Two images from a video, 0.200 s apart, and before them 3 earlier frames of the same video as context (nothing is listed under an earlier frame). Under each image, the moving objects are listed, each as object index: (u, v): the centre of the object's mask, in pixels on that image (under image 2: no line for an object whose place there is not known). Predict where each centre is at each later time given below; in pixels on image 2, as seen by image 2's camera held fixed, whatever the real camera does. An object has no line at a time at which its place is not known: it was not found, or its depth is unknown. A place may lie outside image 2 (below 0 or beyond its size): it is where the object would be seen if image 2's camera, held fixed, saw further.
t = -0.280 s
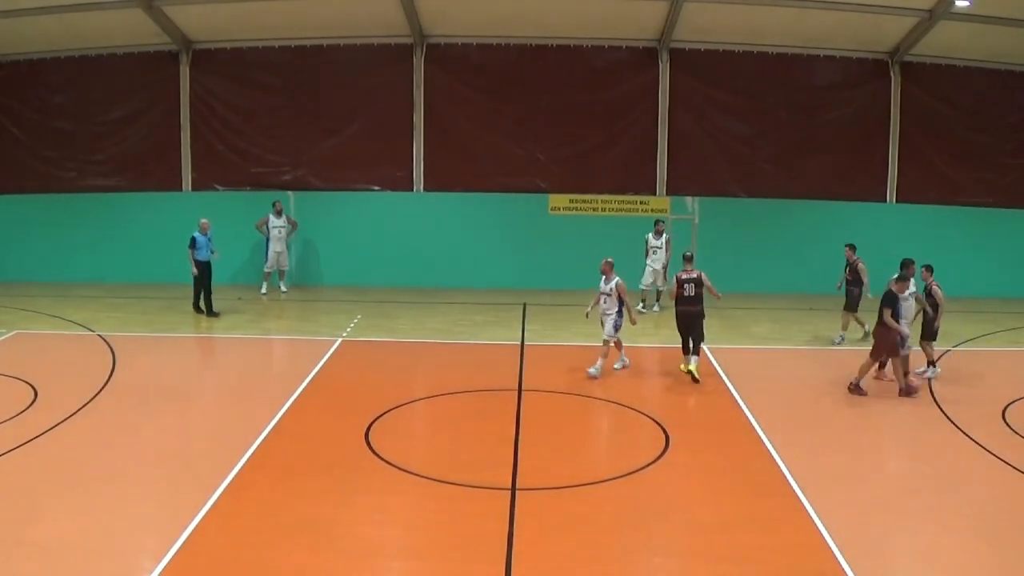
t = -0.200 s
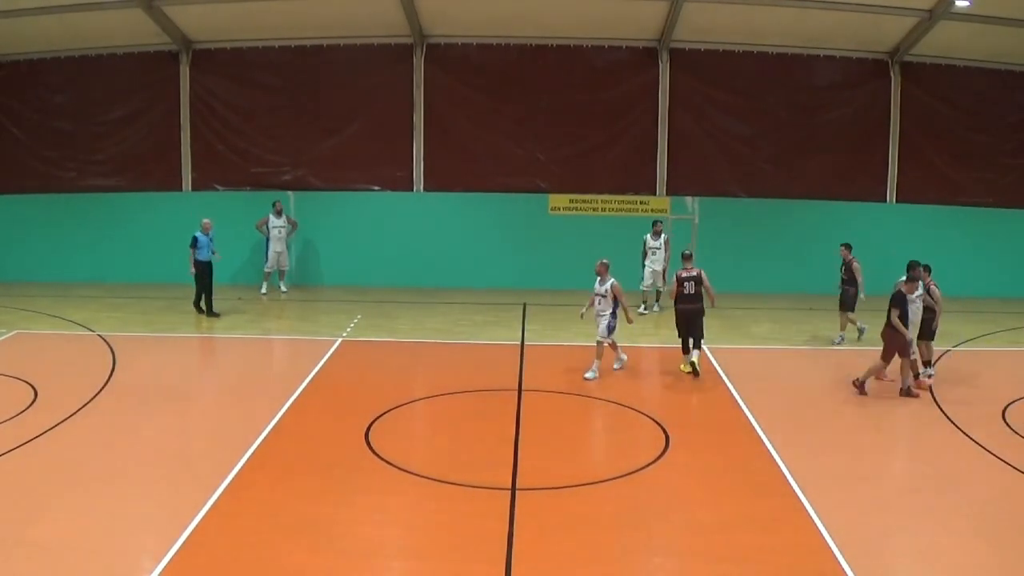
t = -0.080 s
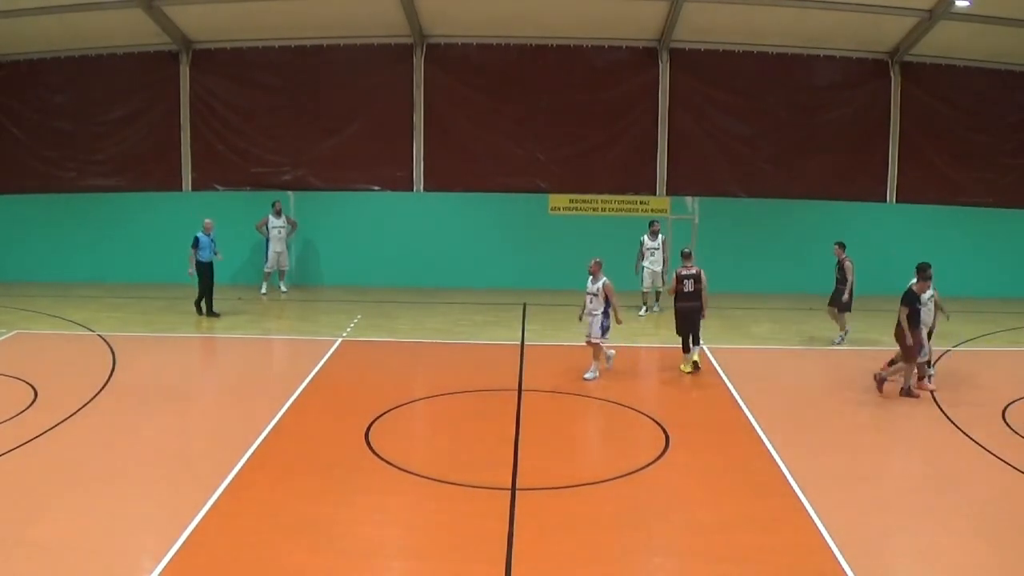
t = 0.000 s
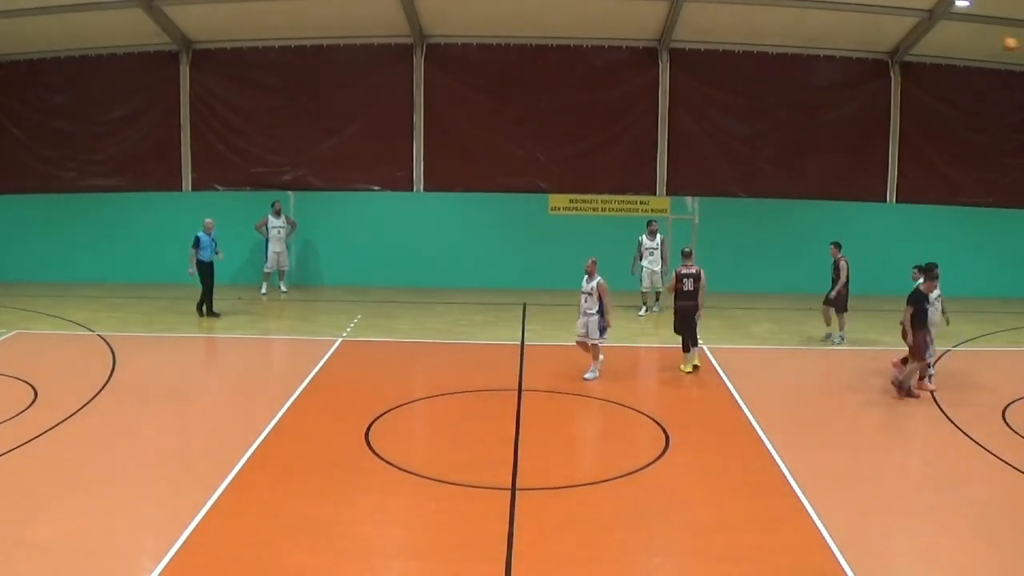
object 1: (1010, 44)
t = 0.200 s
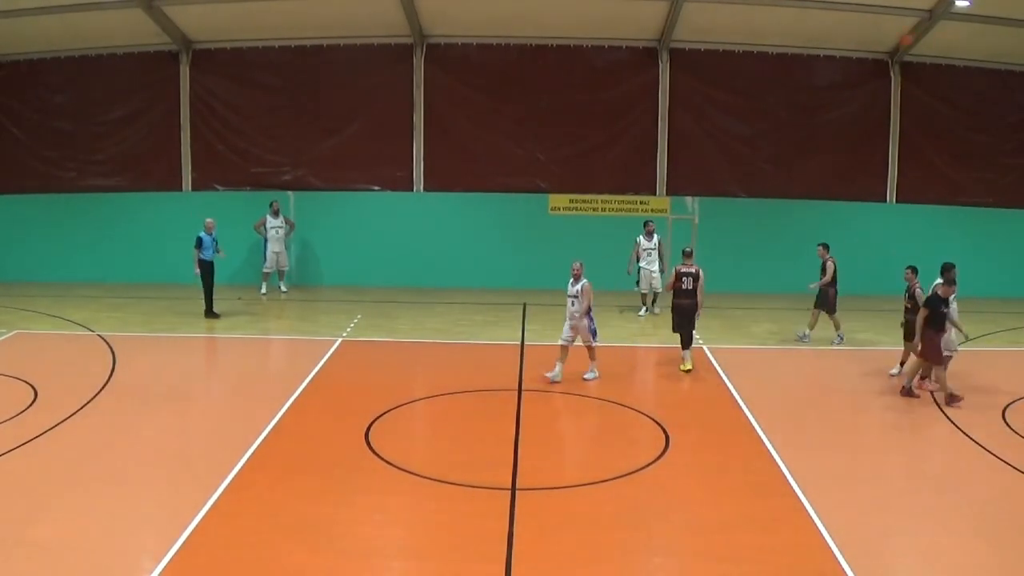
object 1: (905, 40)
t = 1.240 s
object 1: (404, 267)
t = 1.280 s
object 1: (395, 253)
